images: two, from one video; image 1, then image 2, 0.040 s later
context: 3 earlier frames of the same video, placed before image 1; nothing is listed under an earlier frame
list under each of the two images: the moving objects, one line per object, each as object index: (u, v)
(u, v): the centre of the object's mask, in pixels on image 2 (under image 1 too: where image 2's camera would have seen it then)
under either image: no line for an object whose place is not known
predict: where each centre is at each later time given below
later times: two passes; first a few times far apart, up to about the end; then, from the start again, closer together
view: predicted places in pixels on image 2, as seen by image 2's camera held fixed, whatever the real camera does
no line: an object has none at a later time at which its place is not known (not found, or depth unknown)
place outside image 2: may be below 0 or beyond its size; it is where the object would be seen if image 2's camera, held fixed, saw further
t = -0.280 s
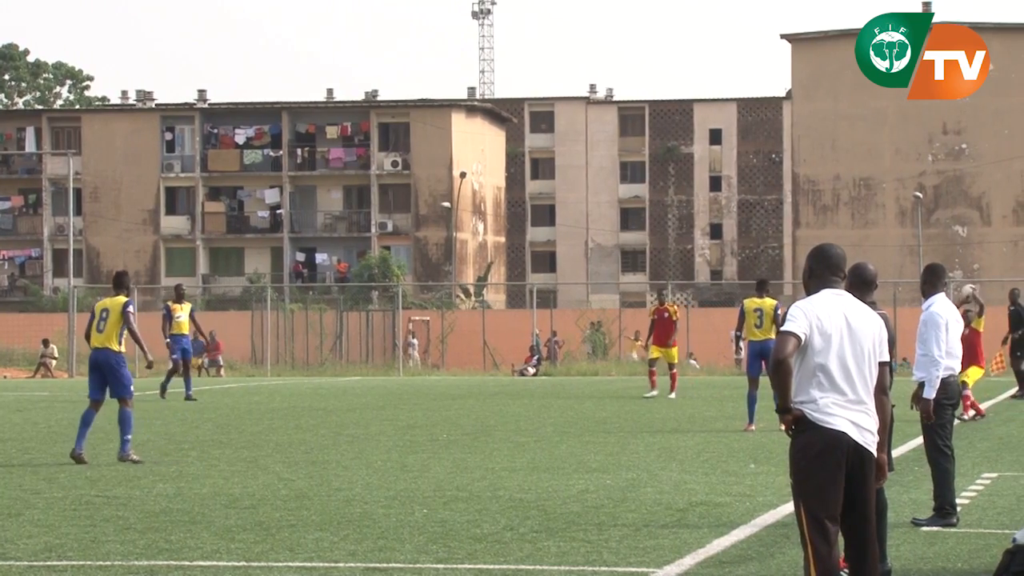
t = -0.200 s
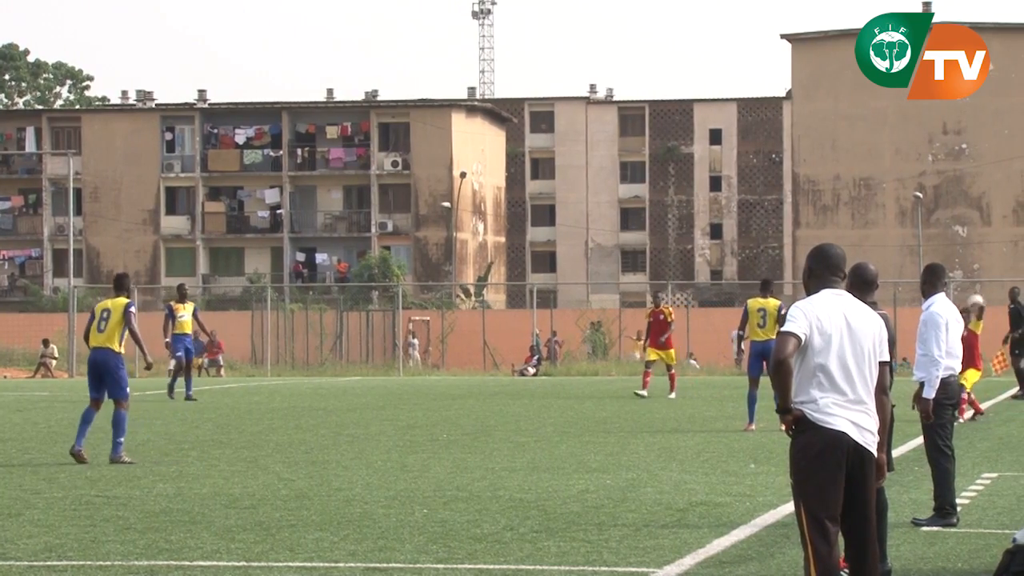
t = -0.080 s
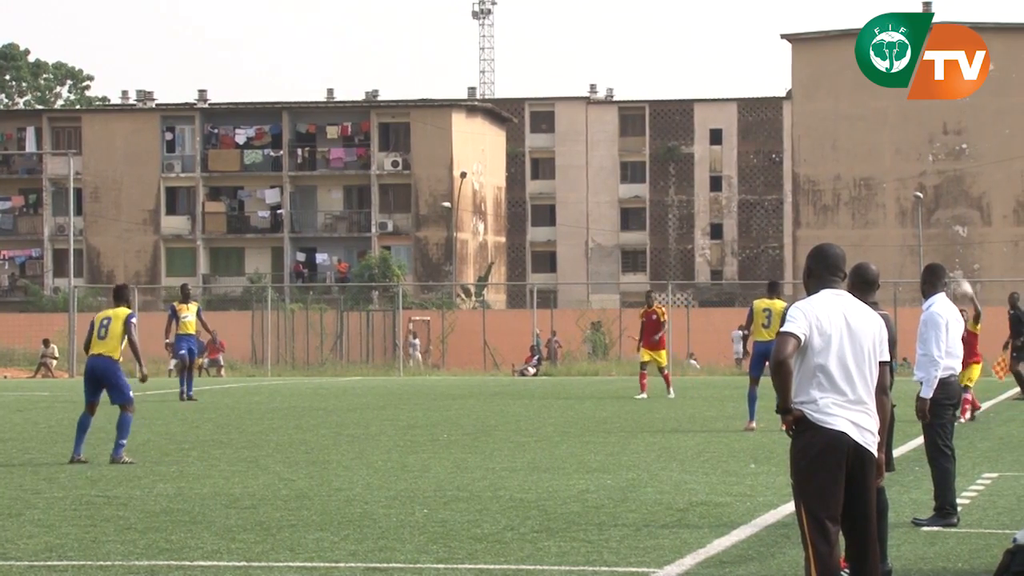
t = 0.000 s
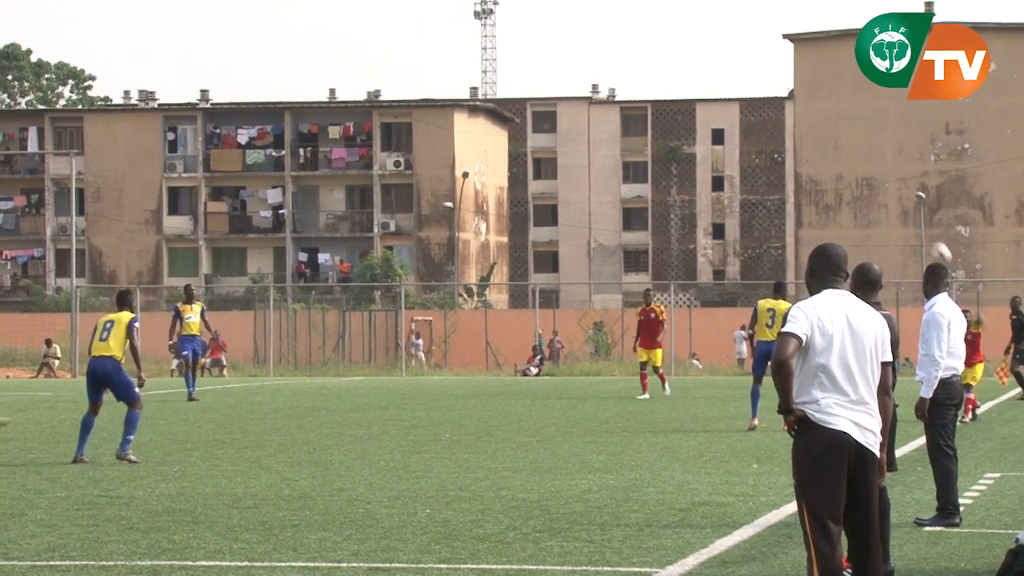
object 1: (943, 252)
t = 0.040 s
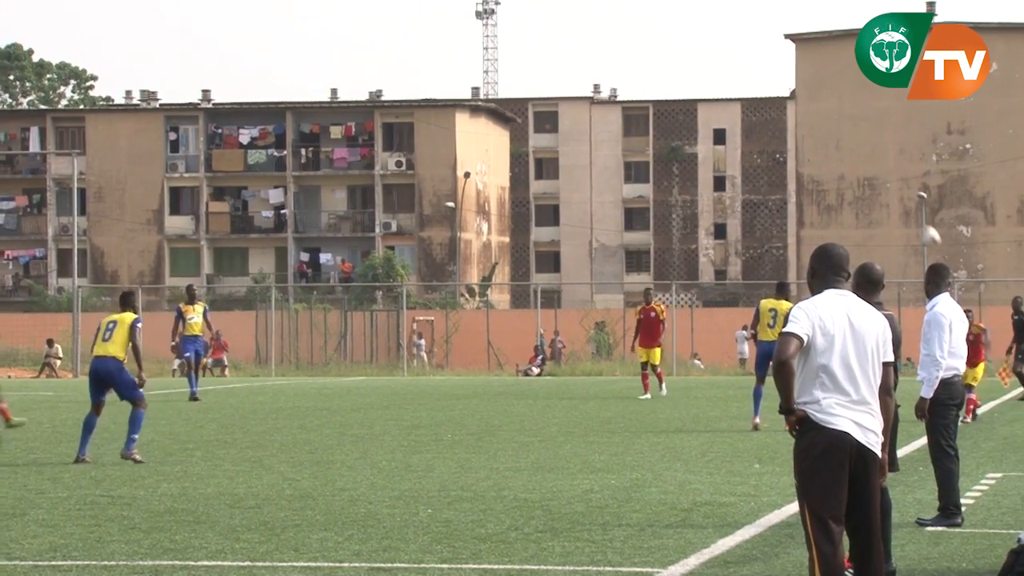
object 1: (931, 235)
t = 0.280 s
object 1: (848, 158)
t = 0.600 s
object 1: (719, 124)
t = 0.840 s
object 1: (605, 162)
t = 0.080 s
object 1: (917, 220)
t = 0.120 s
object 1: (904, 205)
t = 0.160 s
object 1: (891, 192)
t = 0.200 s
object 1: (876, 179)
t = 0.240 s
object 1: (863, 168)
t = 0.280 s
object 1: (848, 158)
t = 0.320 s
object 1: (833, 149)
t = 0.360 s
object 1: (818, 141)
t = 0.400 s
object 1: (802, 135)
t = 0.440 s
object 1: (786, 129)
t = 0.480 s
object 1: (770, 126)
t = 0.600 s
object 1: (719, 124)
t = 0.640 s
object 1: (701, 126)
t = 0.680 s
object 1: (682, 129)
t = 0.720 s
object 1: (664, 134)
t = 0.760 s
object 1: (645, 141)
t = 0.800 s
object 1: (625, 152)
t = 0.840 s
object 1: (605, 162)
